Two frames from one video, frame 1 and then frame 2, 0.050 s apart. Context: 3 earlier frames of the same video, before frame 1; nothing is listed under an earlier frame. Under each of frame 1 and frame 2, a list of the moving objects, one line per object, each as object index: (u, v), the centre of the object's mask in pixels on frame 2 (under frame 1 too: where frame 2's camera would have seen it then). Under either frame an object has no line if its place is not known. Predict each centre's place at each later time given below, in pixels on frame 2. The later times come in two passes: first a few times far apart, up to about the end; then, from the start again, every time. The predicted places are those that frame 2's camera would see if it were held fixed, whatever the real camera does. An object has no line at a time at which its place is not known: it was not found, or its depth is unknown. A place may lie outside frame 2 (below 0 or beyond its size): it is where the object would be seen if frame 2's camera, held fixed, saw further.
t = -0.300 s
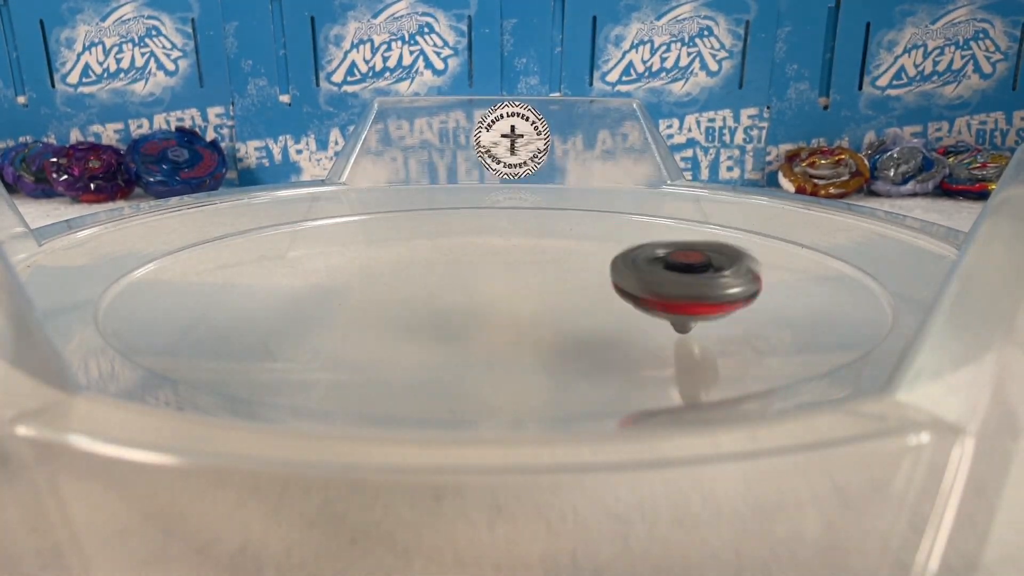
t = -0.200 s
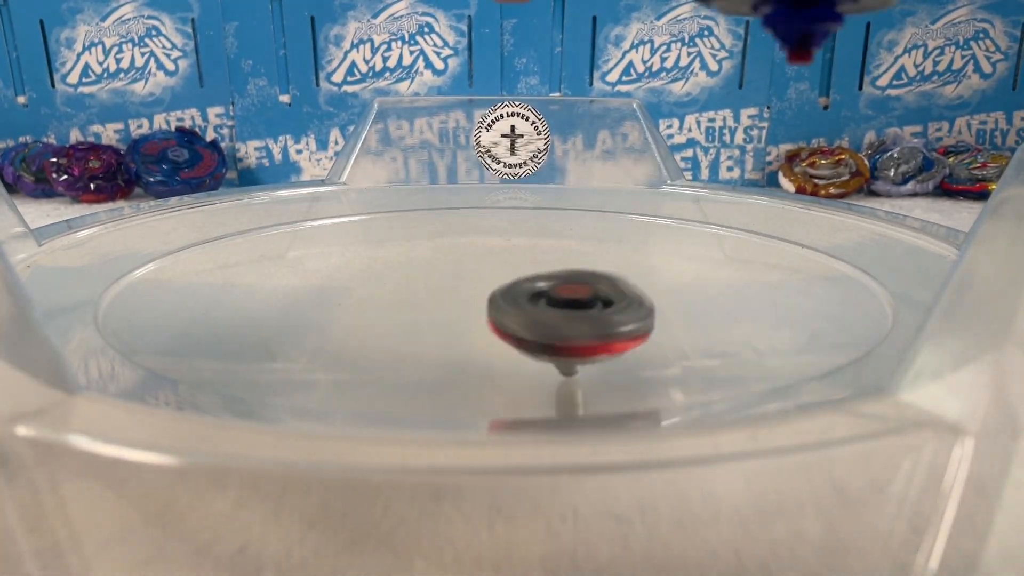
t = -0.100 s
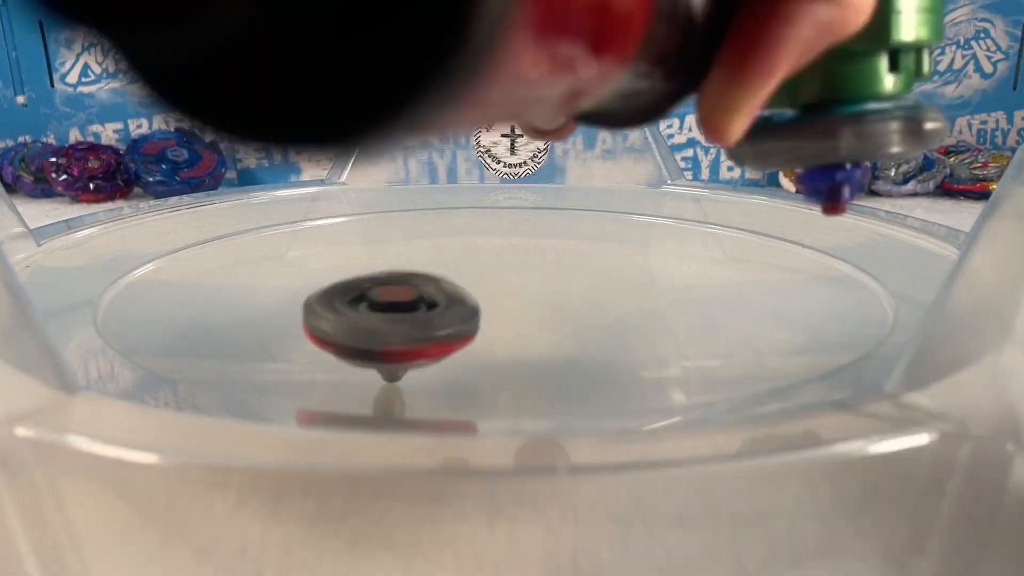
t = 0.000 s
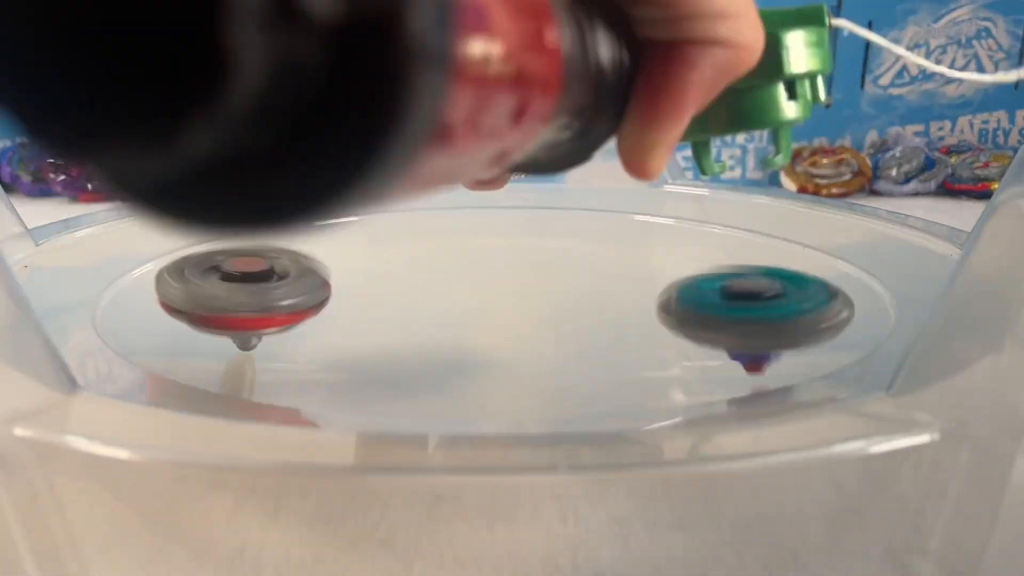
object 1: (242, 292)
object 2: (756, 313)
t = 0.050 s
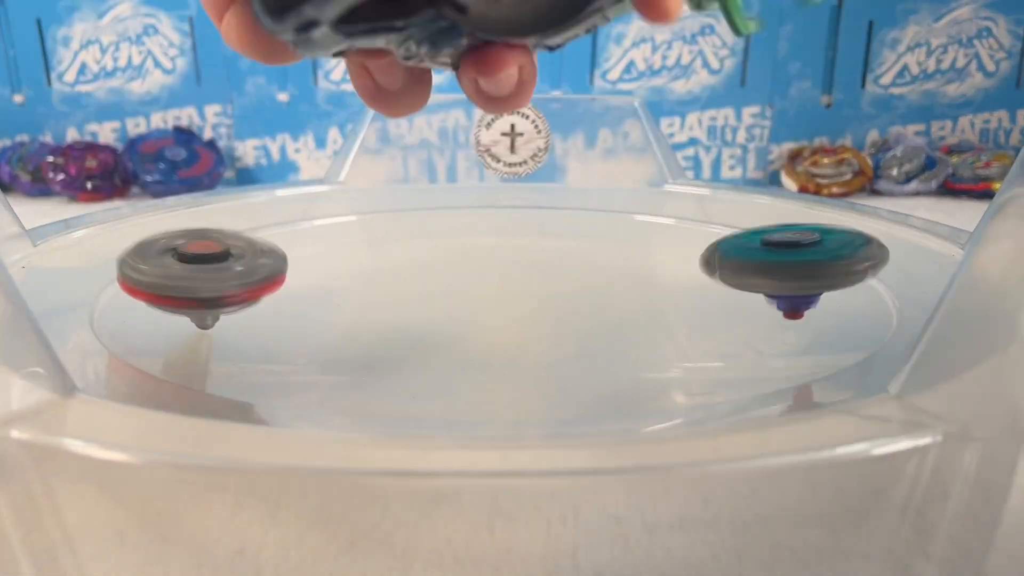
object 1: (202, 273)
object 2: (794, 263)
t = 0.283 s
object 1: (264, 202)
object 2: (660, 225)
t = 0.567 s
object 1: (440, 210)
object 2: (230, 293)
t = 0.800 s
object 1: (539, 293)
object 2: (828, 312)
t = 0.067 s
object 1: (194, 265)
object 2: (804, 256)
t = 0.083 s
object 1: (189, 259)
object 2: (813, 258)
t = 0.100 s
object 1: (185, 253)
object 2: (820, 270)
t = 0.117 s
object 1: (184, 246)
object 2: (823, 279)
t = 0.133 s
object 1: (186, 239)
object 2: (817, 263)
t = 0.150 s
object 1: (188, 234)
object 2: (810, 255)
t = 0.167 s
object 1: (193, 229)
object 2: (804, 255)
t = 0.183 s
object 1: (199, 223)
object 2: (792, 251)
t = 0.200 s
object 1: (207, 220)
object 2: (776, 245)
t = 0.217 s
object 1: (216, 215)
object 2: (758, 240)
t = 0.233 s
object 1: (226, 211)
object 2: (737, 235)
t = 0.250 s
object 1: (237, 208)
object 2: (714, 231)
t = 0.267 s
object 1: (251, 205)
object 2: (688, 228)
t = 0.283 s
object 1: (264, 202)
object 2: (660, 225)
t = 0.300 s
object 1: (278, 200)
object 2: (632, 223)
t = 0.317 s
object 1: (294, 198)
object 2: (601, 221)
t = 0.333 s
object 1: (311, 197)
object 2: (571, 221)
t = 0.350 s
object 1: (328, 196)
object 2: (539, 221)
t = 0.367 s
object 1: (344, 196)
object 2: (506, 221)
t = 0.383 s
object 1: (363, 196)
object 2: (474, 223)
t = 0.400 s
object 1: (367, 183)
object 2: (451, 225)
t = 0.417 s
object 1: (370, 170)
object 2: (430, 222)
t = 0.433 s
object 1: (370, 164)
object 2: (409, 225)
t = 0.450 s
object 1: (372, 163)
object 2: (386, 235)
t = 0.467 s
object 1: (374, 170)
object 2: (363, 253)
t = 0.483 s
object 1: (377, 179)
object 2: (339, 255)
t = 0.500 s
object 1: (388, 183)
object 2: (315, 260)
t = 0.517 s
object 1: (400, 192)
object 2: (288, 273)
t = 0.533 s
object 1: (412, 198)
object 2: (268, 276)
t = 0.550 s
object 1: (426, 204)
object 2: (247, 285)
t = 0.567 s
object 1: (440, 210)
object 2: (230, 293)
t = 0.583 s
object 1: (453, 216)
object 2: (216, 301)
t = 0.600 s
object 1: (467, 222)
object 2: (208, 309)
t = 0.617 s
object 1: (480, 228)
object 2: (205, 317)
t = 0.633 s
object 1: (492, 234)
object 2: (209, 324)
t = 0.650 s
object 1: (504, 240)
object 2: (220, 332)
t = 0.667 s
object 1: (514, 246)
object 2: (241, 338)
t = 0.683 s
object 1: (524, 252)
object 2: (310, 335)
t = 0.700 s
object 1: (532, 258)
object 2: (392, 337)
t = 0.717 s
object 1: (538, 264)
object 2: (480, 352)
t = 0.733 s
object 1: (543, 270)
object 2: (568, 355)
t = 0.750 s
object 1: (545, 276)
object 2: (656, 347)
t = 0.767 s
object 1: (545, 282)
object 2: (729, 338)
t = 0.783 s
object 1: (543, 288)
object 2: (787, 327)
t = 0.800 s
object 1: (539, 293)
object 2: (828, 312)
